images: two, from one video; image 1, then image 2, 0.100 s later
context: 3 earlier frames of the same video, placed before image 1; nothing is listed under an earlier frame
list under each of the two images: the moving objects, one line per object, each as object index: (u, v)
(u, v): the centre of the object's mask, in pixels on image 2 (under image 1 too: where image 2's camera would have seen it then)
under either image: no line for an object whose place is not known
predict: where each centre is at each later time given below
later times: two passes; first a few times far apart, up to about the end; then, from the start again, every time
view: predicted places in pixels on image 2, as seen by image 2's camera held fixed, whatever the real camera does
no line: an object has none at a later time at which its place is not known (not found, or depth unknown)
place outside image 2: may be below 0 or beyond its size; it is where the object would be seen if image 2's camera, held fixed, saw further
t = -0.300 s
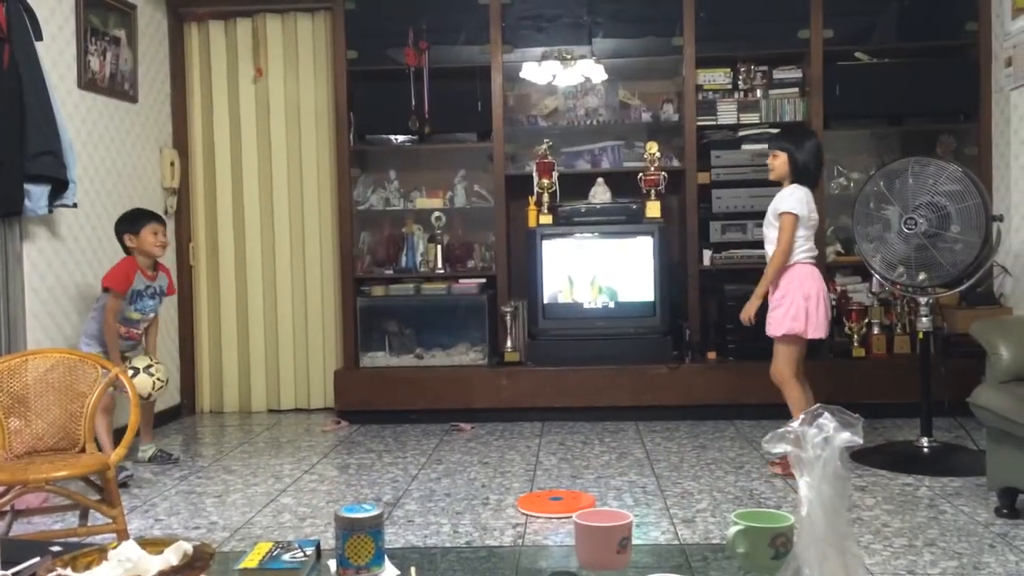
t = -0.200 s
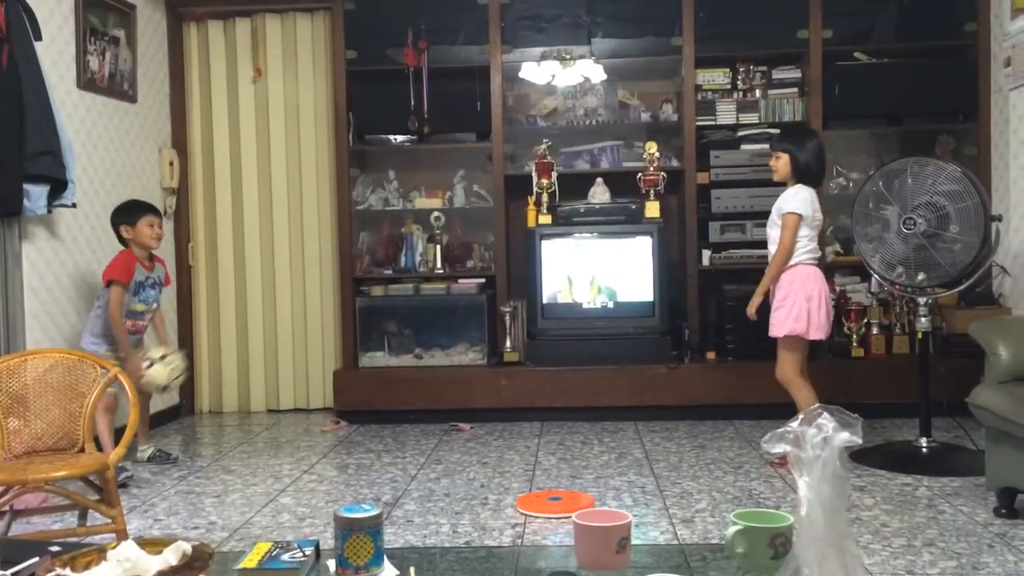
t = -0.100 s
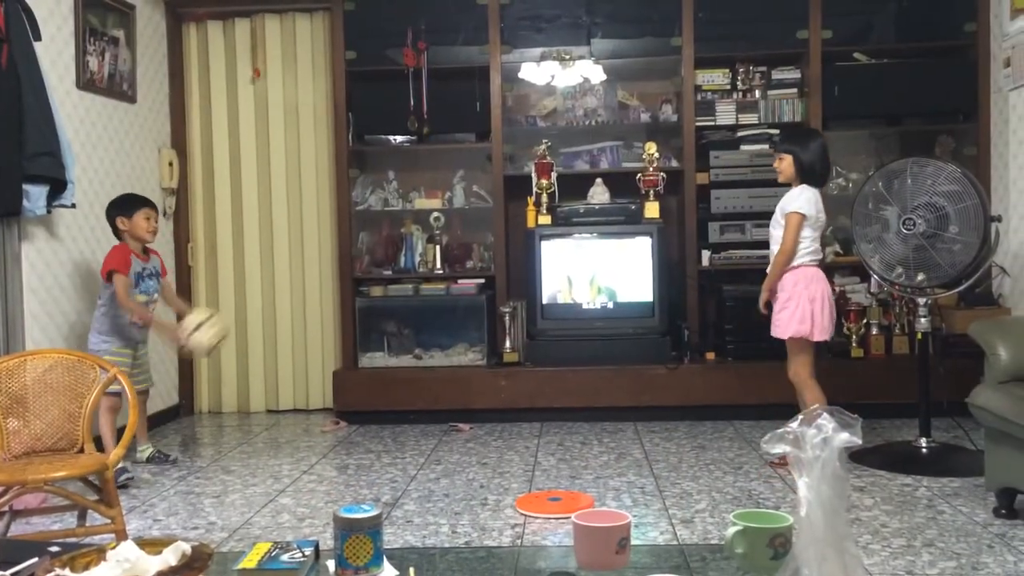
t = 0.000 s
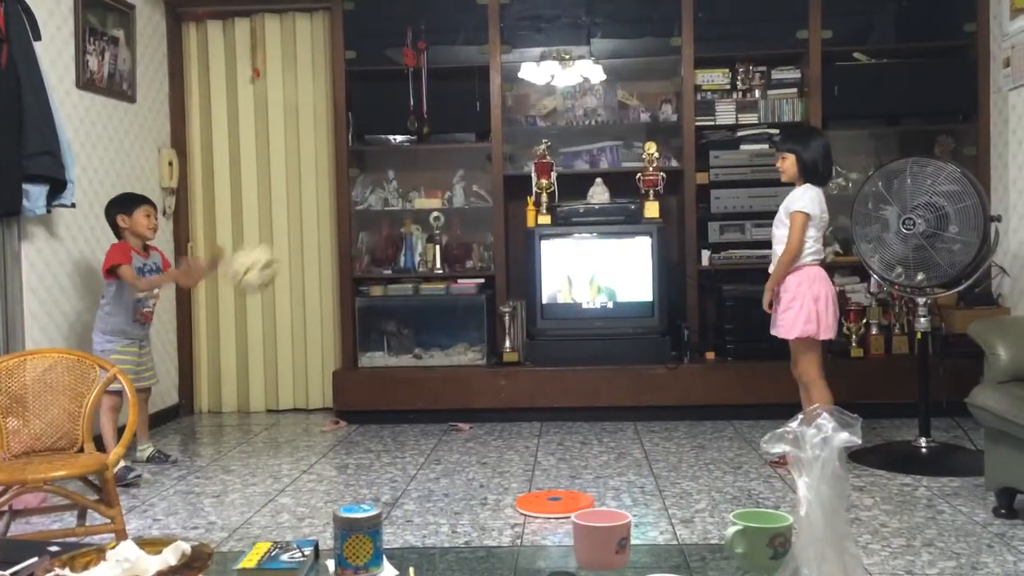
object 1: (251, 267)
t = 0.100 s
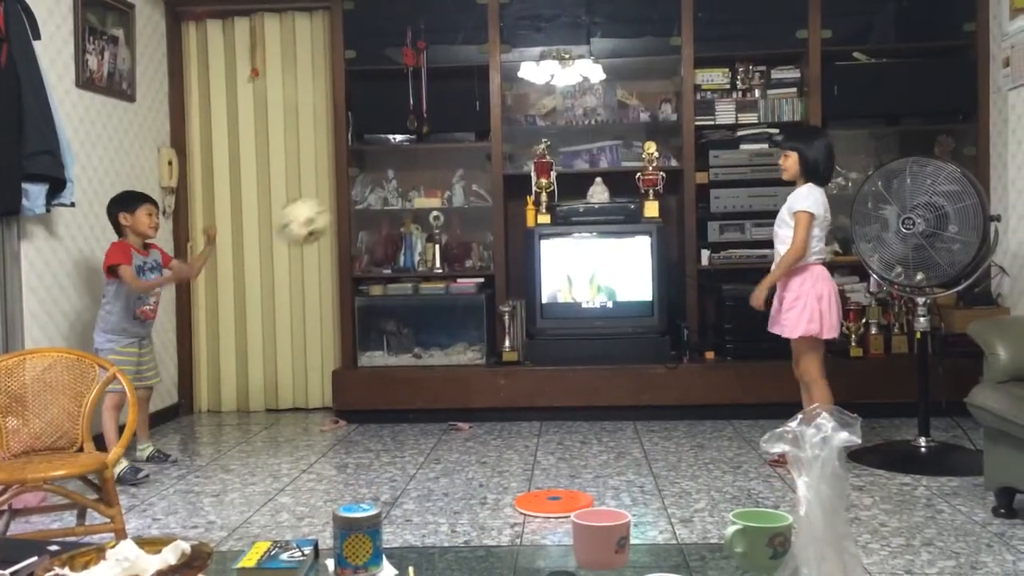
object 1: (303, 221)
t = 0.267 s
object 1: (390, 197)
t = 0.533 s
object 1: (540, 311)
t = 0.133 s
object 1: (320, 210)
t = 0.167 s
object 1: (337, 202)
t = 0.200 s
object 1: (355, 198)
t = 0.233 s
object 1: (371, 196)
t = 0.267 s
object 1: (390, 197)
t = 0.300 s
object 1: (408, 200)
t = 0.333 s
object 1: (425, 206)
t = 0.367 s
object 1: (446, 215)
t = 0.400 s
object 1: (465, 229)
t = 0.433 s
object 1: (484, 244)
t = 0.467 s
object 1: (502, 263)
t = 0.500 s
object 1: (519, 283)
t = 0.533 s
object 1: (540, 311)
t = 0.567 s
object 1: (561, 338)
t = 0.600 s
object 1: (581, 371)
